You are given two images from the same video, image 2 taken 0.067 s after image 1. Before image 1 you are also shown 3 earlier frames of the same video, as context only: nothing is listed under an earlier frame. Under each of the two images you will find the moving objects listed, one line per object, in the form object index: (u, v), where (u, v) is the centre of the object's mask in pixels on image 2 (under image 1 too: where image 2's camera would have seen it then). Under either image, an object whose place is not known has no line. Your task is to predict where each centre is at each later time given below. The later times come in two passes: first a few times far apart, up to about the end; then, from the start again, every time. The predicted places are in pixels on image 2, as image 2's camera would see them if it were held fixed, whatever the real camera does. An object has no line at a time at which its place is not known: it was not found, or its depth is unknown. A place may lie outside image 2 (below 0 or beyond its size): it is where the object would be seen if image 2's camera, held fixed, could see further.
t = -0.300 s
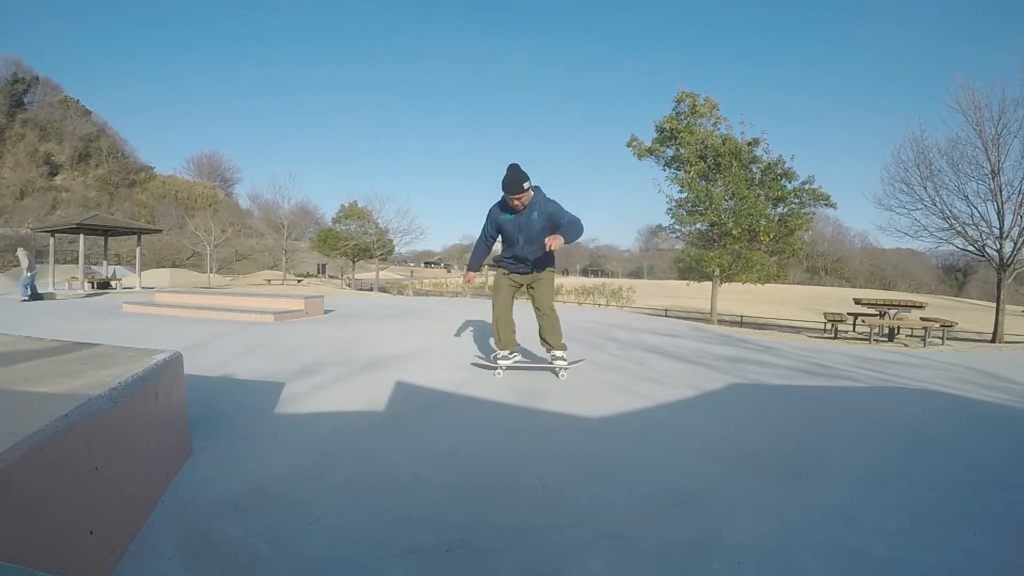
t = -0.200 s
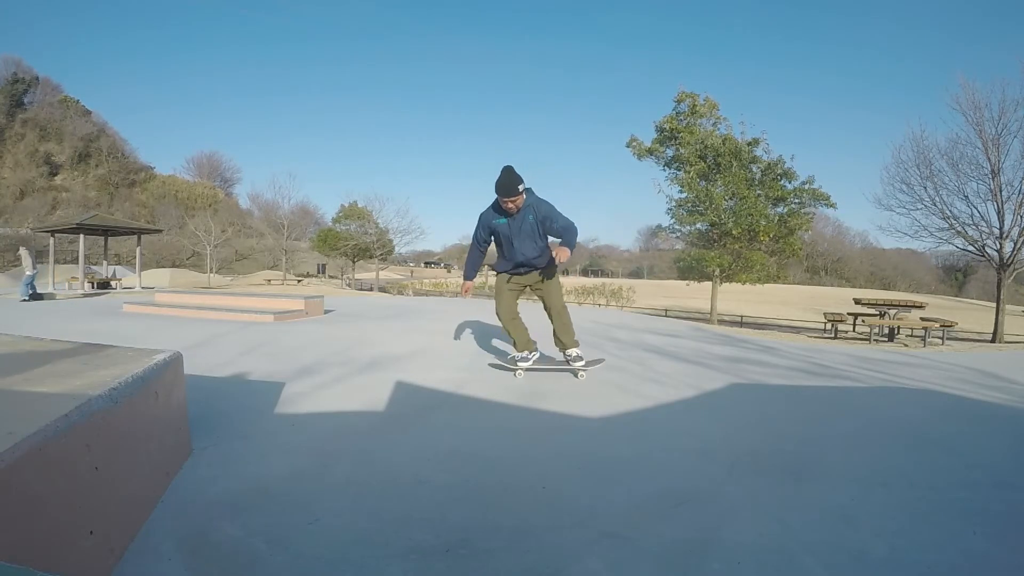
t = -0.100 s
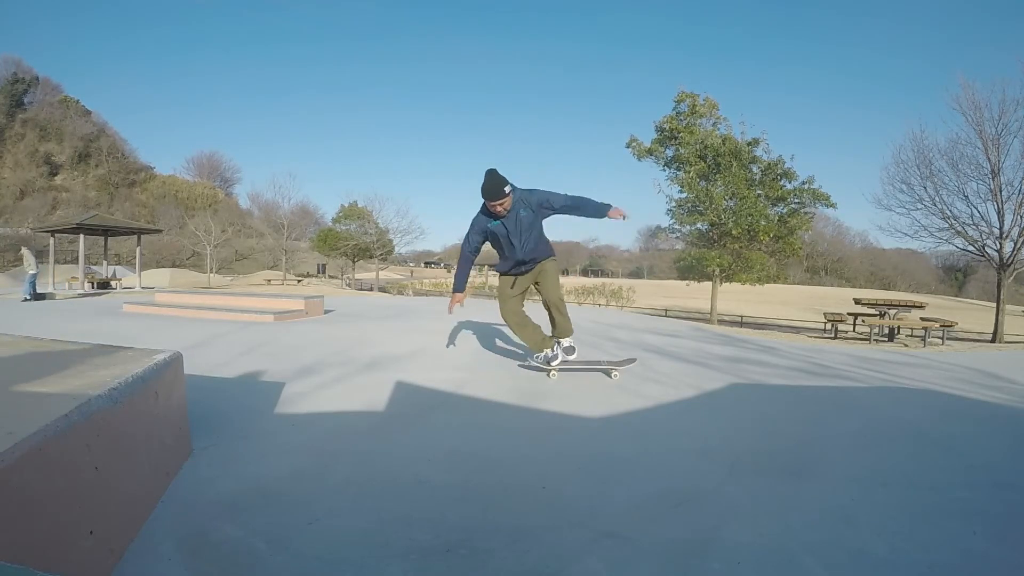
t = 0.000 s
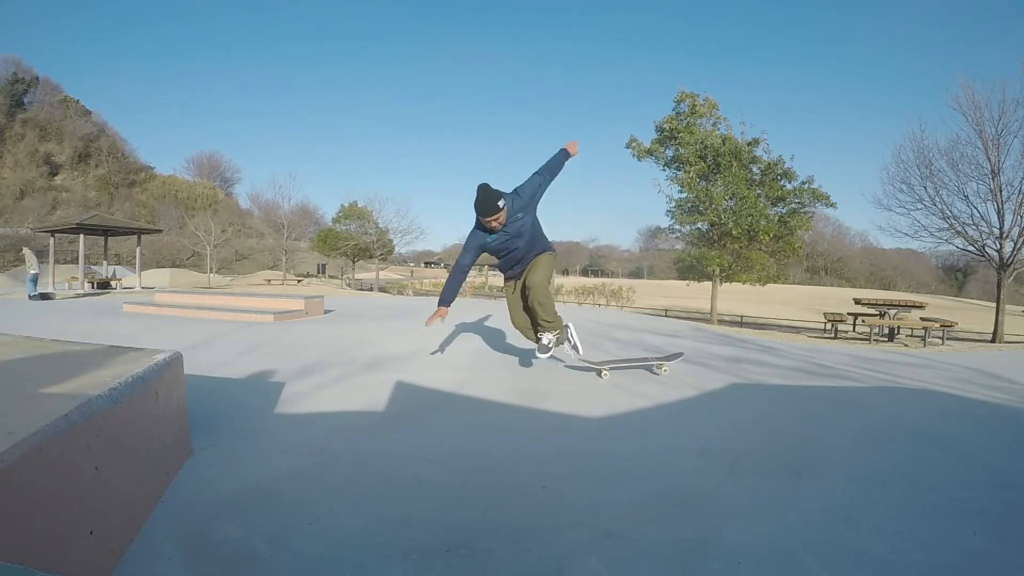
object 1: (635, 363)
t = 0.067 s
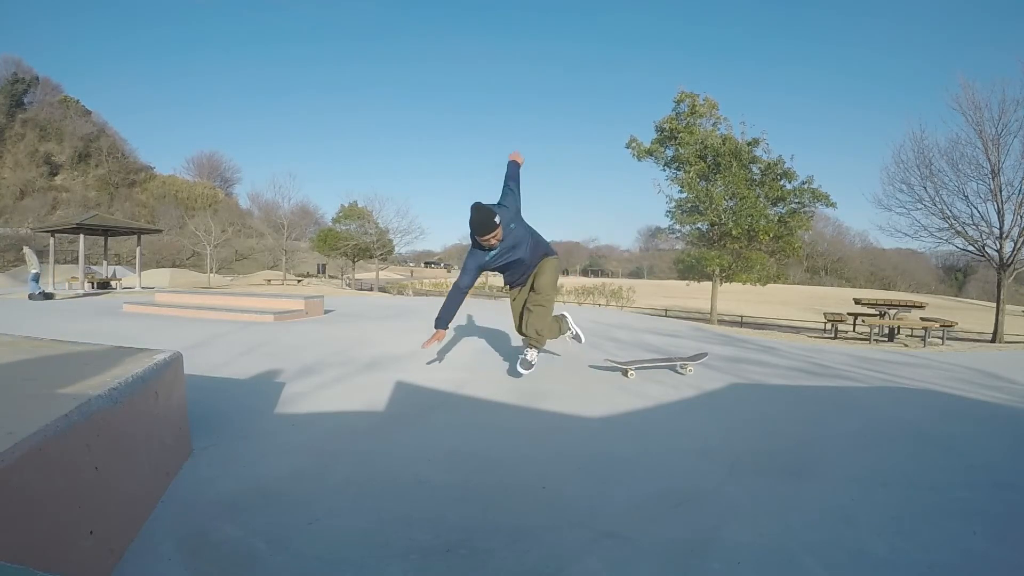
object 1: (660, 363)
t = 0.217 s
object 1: (714, 364)
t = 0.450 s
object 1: (788, 363)
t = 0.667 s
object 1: (848, 360)
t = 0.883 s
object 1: (898, 358)
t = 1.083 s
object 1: (936, 356)
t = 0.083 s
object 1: (667, 364)
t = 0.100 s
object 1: (673, 364)
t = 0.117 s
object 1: (679, 365)
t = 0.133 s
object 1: (685, 364)
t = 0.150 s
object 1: (691, 364)
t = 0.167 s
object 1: (697, 364)
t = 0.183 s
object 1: (703, 364)
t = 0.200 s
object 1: (708, 364)
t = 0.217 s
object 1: (714, 364)
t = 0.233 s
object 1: (720, 364)
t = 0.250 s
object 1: (726, 364)
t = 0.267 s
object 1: (731, 364)
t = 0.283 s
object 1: (737, 364)
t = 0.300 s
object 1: (743, 364)
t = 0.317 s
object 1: (748, 364)
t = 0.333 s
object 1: (753, 364)
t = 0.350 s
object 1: (760, 364)
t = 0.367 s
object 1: (764, 364)
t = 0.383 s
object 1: (769, 363)
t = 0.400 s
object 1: (773, 363)
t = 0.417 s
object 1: (778, 363)
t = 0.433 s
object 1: (783, 363)
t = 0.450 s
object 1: (788, 363)
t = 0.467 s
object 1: (793, 363)
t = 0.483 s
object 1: (798, 363)
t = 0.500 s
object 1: (802, 362)
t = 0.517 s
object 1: (808, 362)
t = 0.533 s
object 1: (811, 362)
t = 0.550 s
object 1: (817, 362)
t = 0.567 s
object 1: (822, 361)
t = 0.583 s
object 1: (826, 361)
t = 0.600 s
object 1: (831, 361)
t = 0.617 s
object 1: (835, 361)
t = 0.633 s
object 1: (840, 361)
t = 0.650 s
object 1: (844, 361)
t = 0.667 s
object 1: (848, 360)
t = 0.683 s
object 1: (853, 360)
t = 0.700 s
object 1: (856, 360)
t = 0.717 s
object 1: (861, 360)
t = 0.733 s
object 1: (864, 360)
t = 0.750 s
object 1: (868, 360)
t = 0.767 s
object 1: (872, 359)
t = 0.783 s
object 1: (876, 359)
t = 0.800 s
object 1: (880, 359)
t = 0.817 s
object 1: (884, 359)
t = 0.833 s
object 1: (887, 358)
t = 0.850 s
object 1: (890, 358)
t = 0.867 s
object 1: (894, 358)
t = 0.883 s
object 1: (898, 358)
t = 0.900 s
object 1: (901, 358)
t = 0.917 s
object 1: (905, 357)
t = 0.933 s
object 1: (907, 357)
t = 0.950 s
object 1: (911, 357)
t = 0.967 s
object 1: (914, 357)
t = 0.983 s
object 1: (917, 357)
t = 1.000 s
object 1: (921, 357)
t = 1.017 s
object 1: (924, 356)
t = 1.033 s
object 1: (927, 356)
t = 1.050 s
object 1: (929, 356)
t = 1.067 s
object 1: (933, 356)
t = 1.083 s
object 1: (936, 356)
